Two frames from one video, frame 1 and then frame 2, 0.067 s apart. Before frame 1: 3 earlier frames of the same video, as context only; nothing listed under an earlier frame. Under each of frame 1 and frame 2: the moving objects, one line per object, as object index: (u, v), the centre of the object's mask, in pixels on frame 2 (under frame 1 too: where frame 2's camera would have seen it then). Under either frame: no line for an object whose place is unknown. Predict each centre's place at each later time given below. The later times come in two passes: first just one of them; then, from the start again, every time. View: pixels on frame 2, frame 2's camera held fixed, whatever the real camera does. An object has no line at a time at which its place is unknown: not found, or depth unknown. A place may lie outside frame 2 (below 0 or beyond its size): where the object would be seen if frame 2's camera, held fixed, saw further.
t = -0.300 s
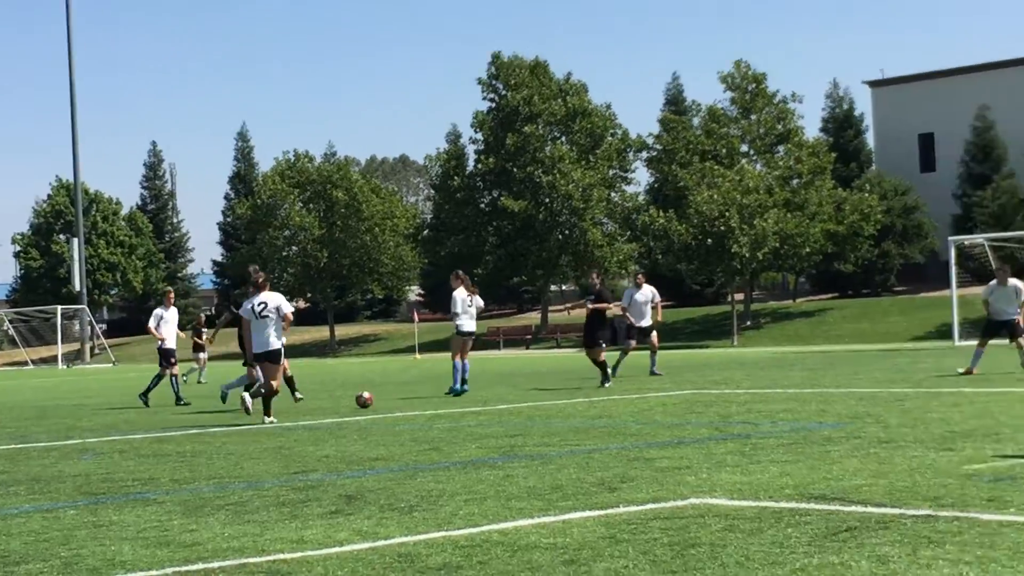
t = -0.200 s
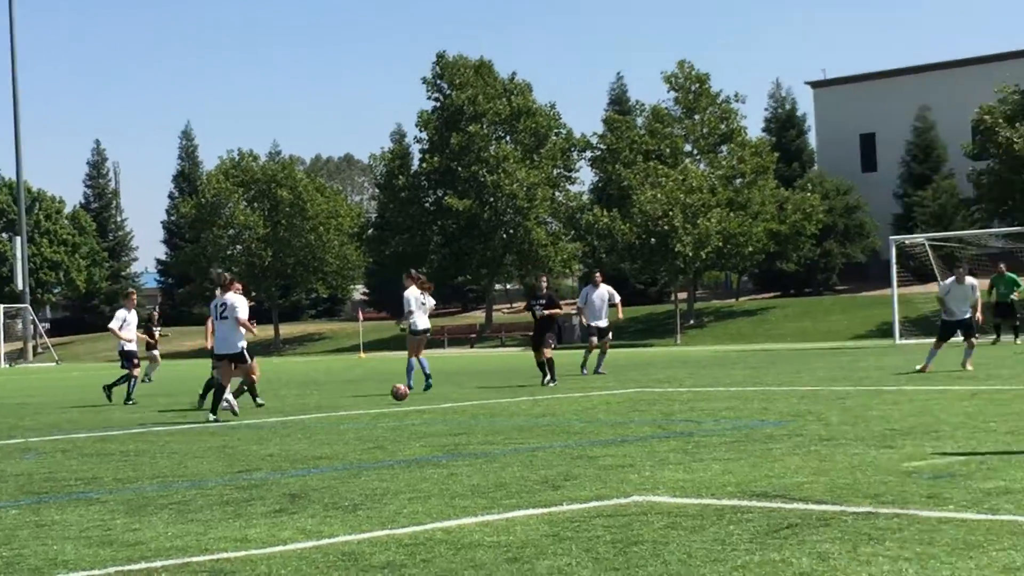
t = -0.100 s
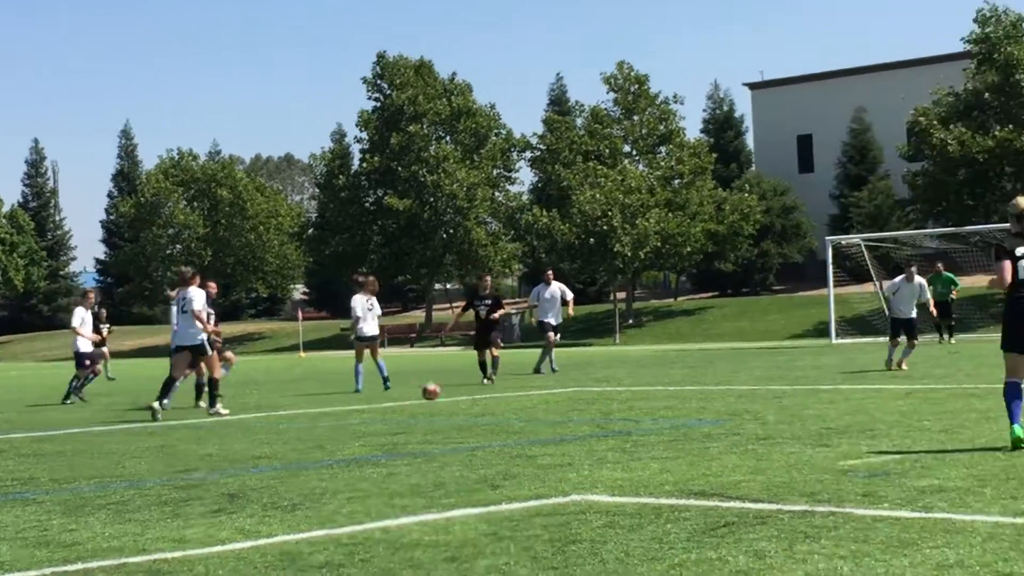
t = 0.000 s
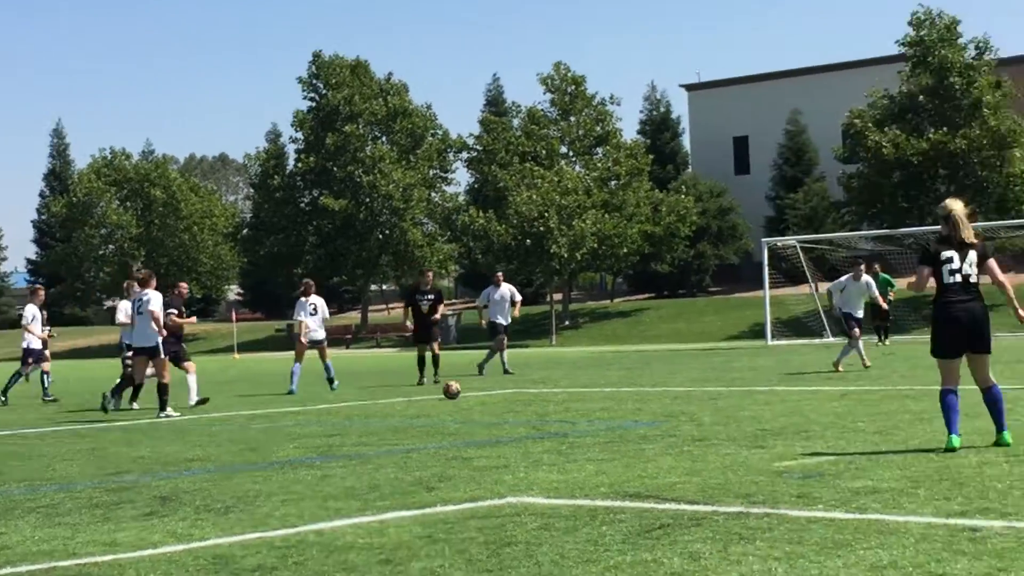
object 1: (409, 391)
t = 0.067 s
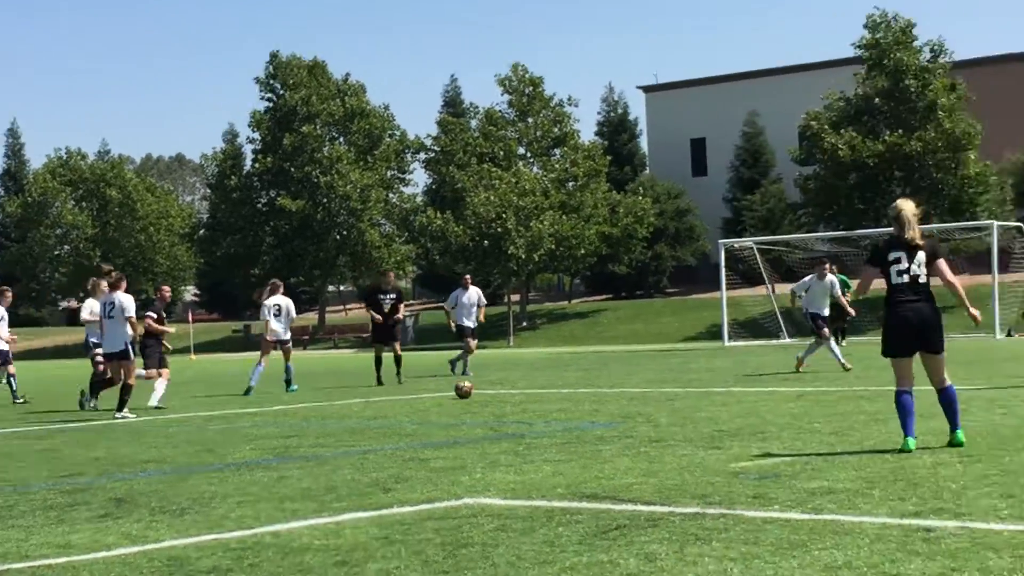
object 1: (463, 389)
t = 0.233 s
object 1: (588, 383)
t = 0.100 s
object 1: (491, 388)
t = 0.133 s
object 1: (515, 387)
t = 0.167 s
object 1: (541, 386)
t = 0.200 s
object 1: (565, 385)
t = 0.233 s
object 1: (588, 383)
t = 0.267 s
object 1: (612, 383)
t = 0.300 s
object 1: (635, 382)
